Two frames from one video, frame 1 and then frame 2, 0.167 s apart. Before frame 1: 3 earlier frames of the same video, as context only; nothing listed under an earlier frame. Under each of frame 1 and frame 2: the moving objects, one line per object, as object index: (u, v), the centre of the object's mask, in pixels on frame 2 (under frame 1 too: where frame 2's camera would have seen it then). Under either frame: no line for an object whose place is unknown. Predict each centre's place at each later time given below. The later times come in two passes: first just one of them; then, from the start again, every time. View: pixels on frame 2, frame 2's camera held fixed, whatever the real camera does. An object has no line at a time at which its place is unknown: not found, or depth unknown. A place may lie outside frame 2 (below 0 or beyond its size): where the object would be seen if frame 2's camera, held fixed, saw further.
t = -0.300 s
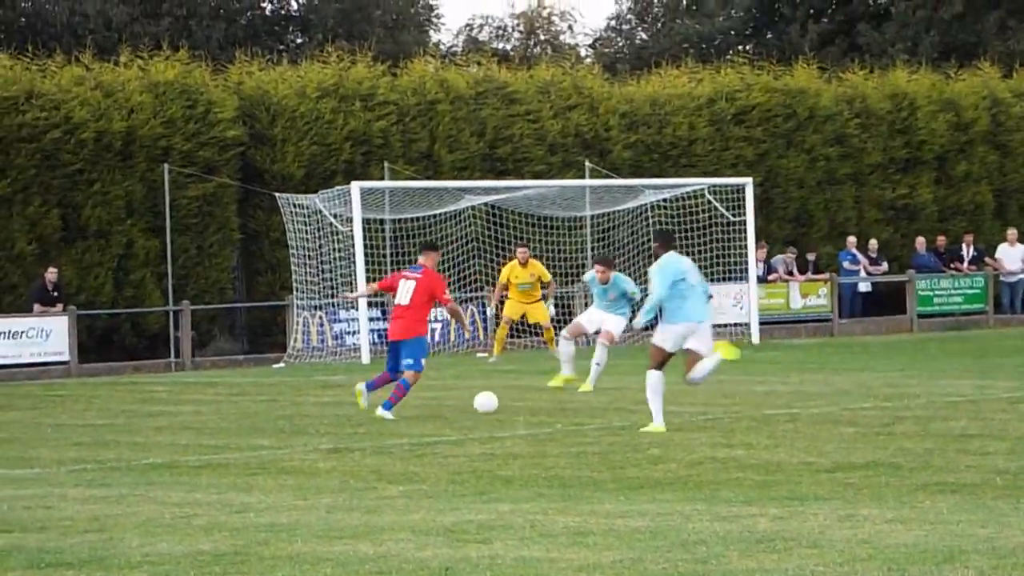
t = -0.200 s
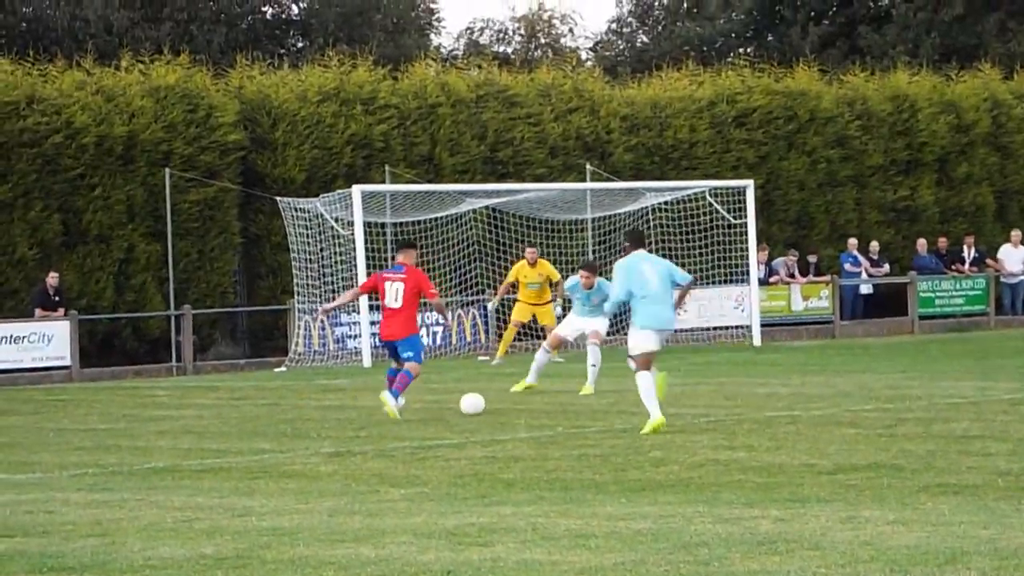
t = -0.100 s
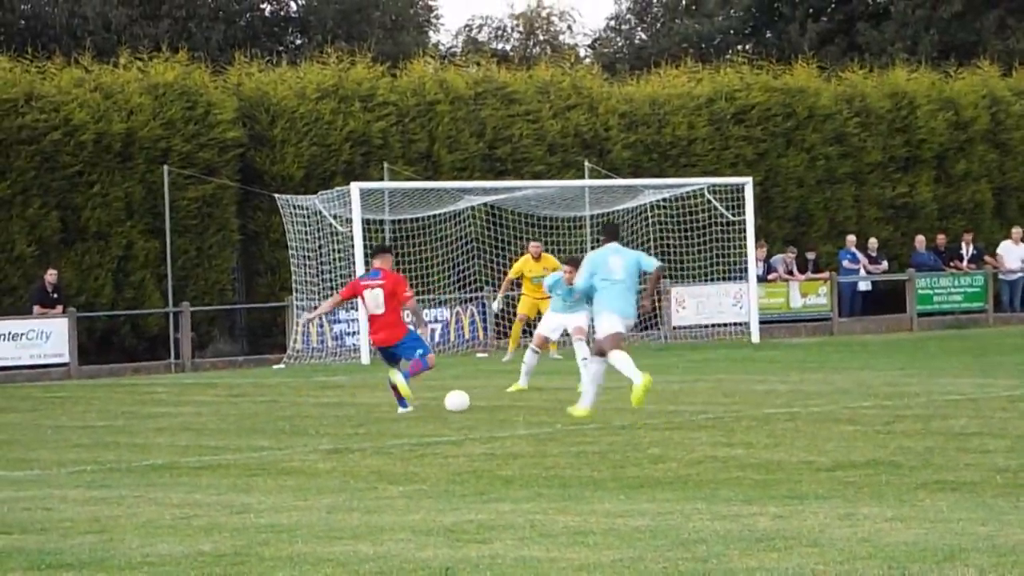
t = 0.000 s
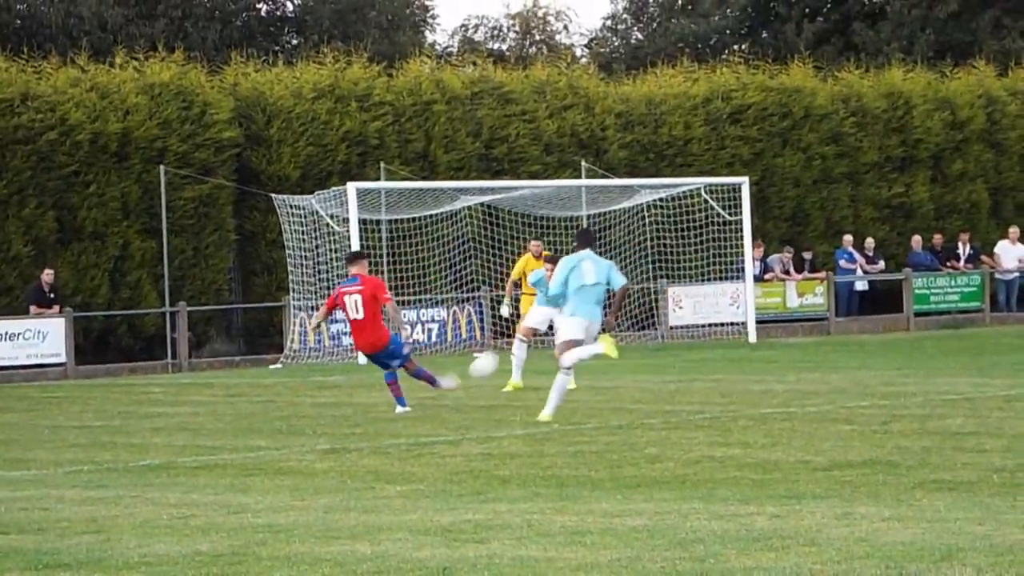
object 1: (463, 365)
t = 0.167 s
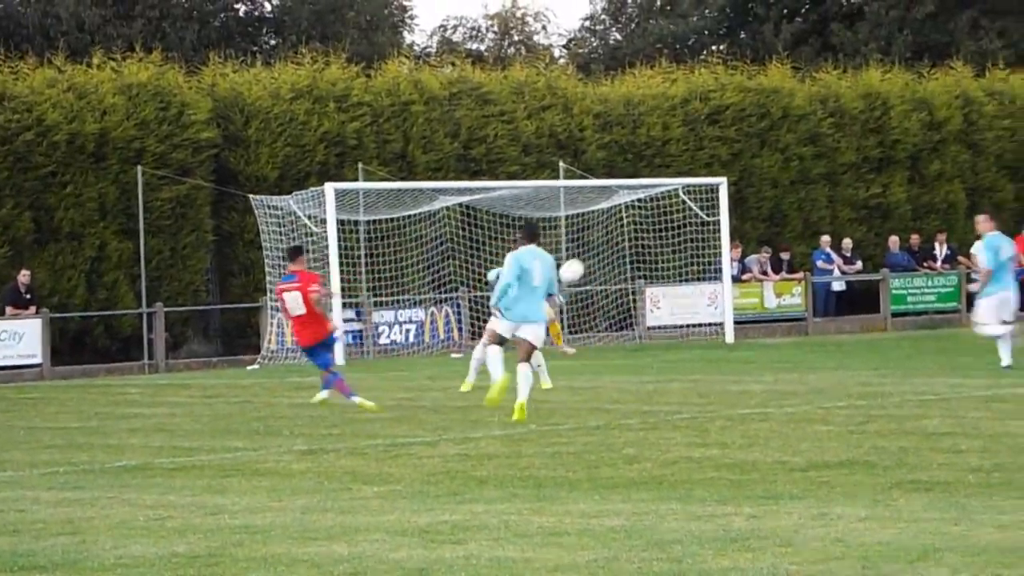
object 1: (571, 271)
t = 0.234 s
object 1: (604, 246)
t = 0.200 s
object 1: (587, 259)
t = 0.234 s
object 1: (604, 246)
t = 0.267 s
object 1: (621, 236)
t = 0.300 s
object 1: (637, 225)
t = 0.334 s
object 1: (651, 218)
